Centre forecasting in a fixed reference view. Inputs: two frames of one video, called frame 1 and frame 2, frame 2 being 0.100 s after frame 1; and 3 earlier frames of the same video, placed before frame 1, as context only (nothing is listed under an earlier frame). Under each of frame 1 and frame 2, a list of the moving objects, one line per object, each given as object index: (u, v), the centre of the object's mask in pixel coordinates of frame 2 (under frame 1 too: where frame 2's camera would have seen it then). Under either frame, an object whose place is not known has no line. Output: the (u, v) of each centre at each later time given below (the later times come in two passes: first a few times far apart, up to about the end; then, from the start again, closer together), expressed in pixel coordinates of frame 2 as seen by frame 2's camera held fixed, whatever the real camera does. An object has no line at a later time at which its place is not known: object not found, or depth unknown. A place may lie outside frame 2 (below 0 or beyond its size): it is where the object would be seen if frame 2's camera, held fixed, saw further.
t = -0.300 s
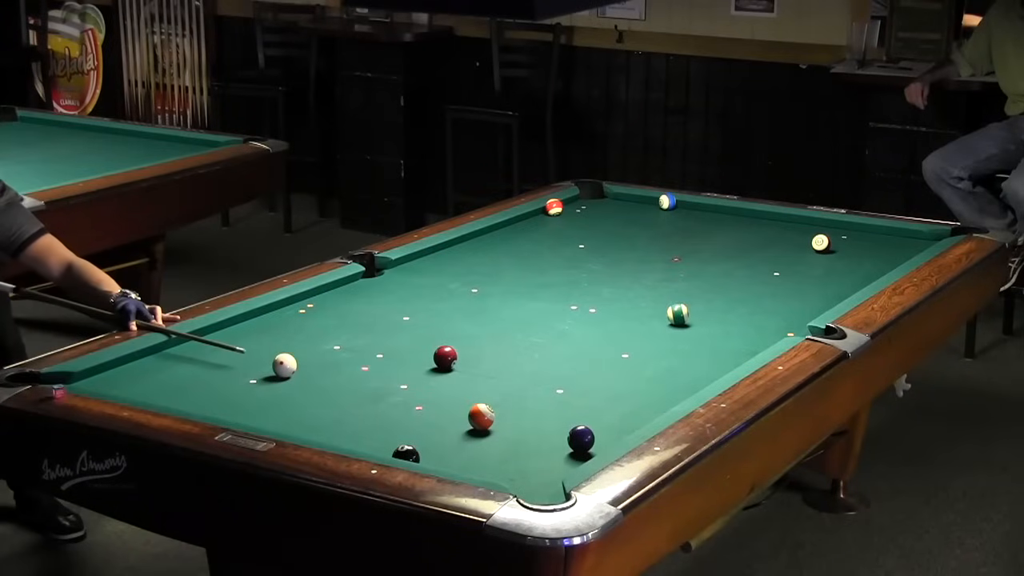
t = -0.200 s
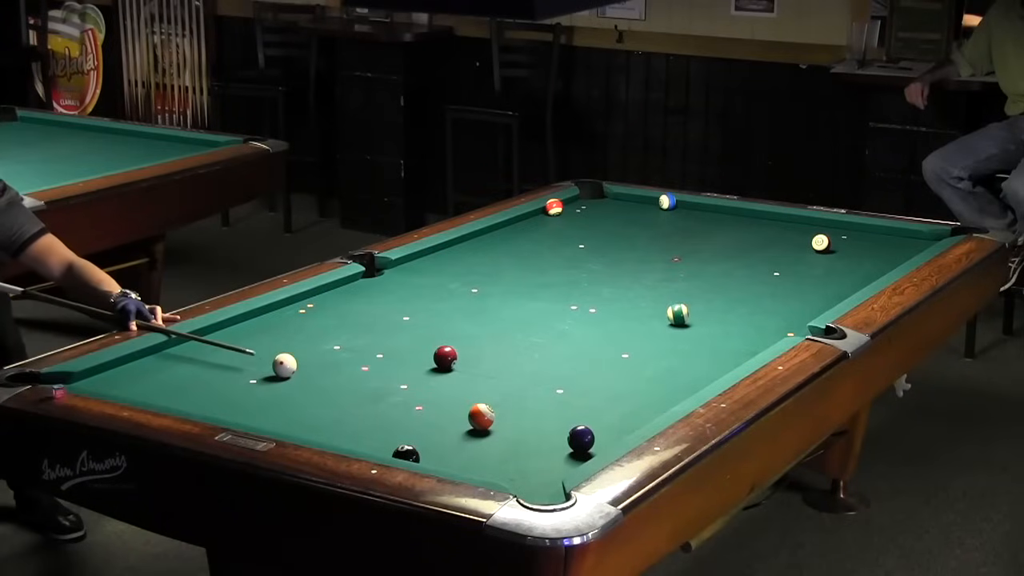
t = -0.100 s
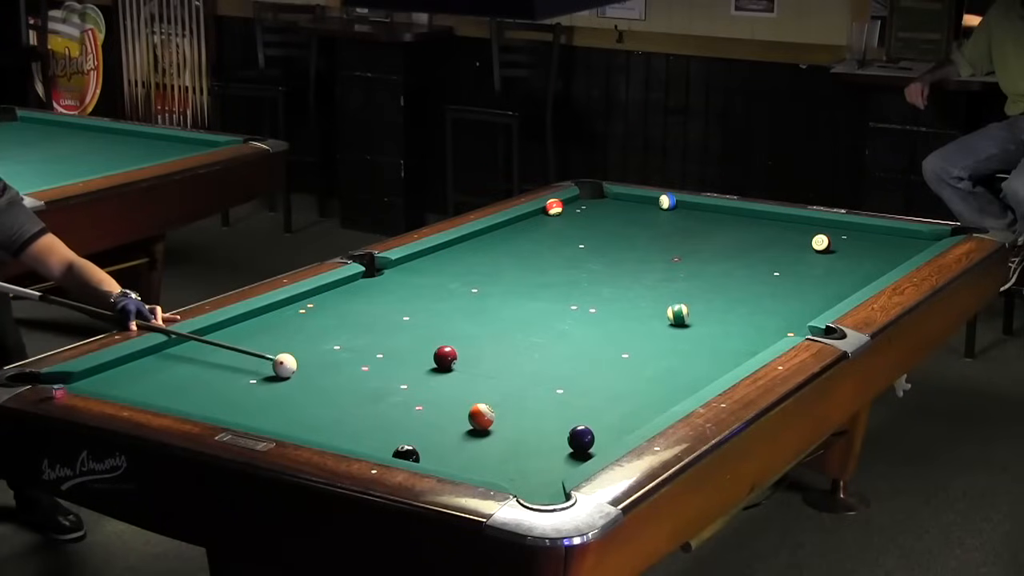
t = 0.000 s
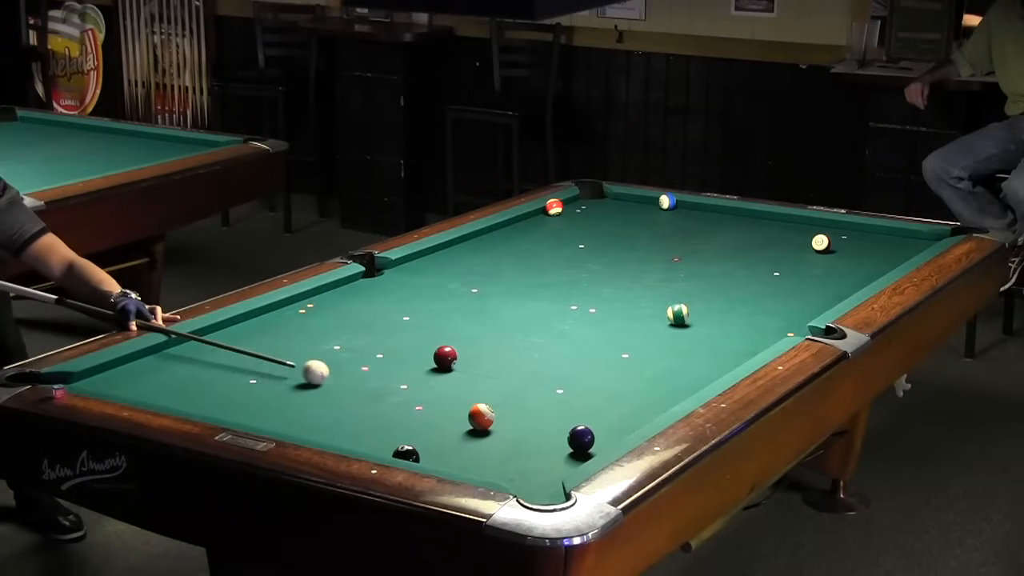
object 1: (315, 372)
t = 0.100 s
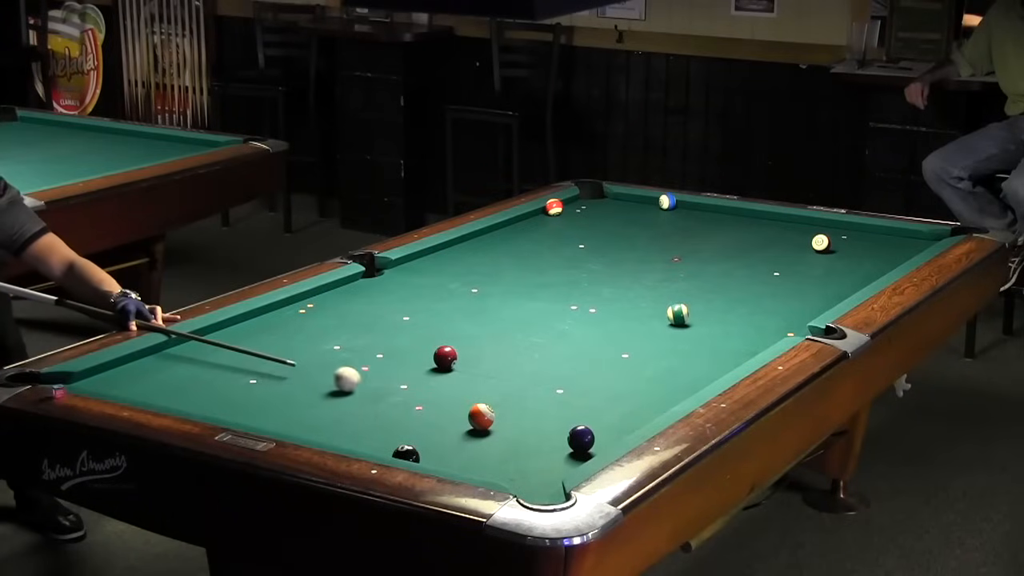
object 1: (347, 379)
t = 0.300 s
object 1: (411, 394)
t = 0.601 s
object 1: (503, 406)
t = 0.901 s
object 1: (580, 408)
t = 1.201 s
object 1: (653, 407)
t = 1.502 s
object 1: (646, 395)
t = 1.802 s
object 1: (629, 380)
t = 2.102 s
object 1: (614, 368)
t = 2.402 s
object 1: (601, 357)
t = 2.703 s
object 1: (589, 347)
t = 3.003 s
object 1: (580, 339)
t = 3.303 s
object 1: (572, 333)
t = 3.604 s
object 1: (565, 327)
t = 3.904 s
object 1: (559, 322)
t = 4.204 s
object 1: (555, 319)
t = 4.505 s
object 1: (551, 317)
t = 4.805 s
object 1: (549, 316)
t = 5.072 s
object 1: (549, 315)
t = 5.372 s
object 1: (549, 315)
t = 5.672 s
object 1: (549, 315)
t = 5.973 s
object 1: (549, 315)
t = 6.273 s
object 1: (549, 315)
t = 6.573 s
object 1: (549, 315)
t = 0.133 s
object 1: (357, 381)
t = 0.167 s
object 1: (368, 384)
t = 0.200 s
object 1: (378, 386)
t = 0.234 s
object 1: (389, 388)
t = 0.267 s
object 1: (400, 391)
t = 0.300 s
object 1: (411, 394)
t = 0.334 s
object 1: (421, 396)
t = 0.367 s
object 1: (432, 398)
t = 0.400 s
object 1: (443, 401)
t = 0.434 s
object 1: (453, 403)
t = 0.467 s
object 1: (463, 405)
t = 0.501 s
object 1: (472, 403)
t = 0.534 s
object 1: (485, 402)
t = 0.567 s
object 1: (495, 405)
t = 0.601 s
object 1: (503, 406)
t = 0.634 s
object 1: (511, 408)
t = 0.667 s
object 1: (520, 408)
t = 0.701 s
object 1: (529, 408)
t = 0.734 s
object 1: (538, 408)
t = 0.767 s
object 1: (546, 408)
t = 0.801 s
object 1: (555, 408)
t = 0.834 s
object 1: (564, 407)
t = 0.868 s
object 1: (572, 408)
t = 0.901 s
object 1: (580, 408)
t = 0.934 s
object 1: (589, 408)
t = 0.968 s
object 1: (597, 408)
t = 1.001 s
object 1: (606, 408)
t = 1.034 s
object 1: (614, 408)
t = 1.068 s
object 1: (622, 408)
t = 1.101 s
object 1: (631, 408)
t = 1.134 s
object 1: (639, 408)
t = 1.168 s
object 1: (646, 408)
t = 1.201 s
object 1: (653, 407)
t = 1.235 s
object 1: (661, 405)
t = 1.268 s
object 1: (660, 404)
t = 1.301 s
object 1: (658, 403)
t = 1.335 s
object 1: (656, 403)
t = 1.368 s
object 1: (654, 402)
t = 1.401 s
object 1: (652, 400)
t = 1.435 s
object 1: (650, 398)
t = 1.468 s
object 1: (648, 396)
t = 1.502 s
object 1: (646, 395)
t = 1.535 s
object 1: (644, 393)
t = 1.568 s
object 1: (642, 391)
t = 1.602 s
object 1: (640, 389)
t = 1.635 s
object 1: (638, 388)
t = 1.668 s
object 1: (636, 386)
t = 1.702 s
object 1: (634, 385)
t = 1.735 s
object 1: (632, 383)
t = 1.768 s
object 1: (631, 382)
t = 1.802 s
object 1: (629, 380)
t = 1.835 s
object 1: (627, 379)
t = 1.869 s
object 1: (625, 377)
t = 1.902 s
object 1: (624, 376)
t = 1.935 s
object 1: (622, 374)
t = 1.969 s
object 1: (620, 373)
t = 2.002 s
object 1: (619, 371)
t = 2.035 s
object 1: (617, 370)
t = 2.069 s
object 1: (615, 369)
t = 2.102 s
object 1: (614, 368)
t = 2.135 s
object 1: (612, 366)
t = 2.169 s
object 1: (610, 365)
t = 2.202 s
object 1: (609, 364)
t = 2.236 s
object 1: (608, 363)
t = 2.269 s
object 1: (606, 361)
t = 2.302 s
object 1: (605, 360)
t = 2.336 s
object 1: (603, 359)
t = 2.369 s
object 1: (602, 358)
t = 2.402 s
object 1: (601, 357)
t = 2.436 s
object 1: (599, 355)
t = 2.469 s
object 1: (598, 355)
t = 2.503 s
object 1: (596, 354)
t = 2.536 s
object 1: (595, 352)
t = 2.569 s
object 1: (594, 351)
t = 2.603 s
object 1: (593, 350)
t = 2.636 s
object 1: (591, 349)
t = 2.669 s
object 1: (590, 348)
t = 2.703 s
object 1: (589, 347)
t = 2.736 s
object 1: (588, 346)
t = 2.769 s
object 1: (587, 345)
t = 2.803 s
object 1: (586, 344)
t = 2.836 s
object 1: (585, 344)
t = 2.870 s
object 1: (584, 343)
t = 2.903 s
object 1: (582, 342)
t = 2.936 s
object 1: (581, 341)
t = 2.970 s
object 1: (580, 340)
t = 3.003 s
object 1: (580, 339)
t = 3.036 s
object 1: (579, 338)
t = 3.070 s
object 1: (578, 338)
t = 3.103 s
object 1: (577, 337)
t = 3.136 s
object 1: (576, 336)
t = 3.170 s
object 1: (575, 335)
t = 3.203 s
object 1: (574, 334)
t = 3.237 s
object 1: (573, 334)
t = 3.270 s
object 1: (572, 333)
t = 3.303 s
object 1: (572, 333)
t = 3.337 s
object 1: (571, 332)
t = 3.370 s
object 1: (570, 331)
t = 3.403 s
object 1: (569, 330)
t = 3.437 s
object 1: (568, 330)
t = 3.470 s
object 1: (568, 329)
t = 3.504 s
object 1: (567, 329)
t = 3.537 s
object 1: (566, 328)
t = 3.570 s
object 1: (565, 327)
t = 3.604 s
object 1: (565, 327)
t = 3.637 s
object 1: (564, 326)
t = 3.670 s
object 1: (564, 326)
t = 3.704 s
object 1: (563, 325)
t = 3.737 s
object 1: (562, 325)
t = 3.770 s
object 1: (561, 324)
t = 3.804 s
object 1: (561, 324)
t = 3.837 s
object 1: (560, 323)
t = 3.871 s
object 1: (560, 322)
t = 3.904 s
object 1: (559, 322)
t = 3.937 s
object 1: (559, 322)
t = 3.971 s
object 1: (558, 322)
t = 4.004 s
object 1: (558, 321)
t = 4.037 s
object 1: (557, 321)
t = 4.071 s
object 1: (557, 321)
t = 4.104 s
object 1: (556, 320)
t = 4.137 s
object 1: (555, 320)
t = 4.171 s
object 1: (555, 320)
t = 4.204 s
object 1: (555, 319)
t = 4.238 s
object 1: (554, 319)
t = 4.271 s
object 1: (553, 319)
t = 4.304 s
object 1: (553, 318)
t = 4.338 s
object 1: (553, 318)
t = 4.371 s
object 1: (552, 318)
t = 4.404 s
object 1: (552, 318)
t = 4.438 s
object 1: (552, 317)
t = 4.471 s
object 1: (552, 317)
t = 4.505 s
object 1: (551, 317)
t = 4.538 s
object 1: (551, 317)
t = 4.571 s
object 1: (550, 317)
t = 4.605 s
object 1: (550, 316)
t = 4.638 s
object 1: (550, 316)
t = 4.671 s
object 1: (550, 316)
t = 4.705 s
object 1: (550, 316)
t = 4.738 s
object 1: (550, 316)
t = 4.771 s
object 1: (549, 316)
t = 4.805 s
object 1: (549, 316)
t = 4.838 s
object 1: (549, 315)
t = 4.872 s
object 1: (549, 315)
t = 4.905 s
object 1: (549, 315)
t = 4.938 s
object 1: (549, 315)
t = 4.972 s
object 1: (549, 315)
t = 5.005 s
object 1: (549, 315)
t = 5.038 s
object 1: (549, 315)
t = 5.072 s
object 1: (549, 315)
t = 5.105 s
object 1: (549, 315)
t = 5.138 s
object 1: (549, 315)
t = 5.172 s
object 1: (549, 315)
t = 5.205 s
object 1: (549, 315)
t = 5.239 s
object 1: (549, 315)
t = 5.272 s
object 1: (549, 315)
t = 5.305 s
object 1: (549, 315)
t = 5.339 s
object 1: (549, 315)
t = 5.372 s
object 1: (549, 315)
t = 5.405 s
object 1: (549, 315)
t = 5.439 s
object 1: (549, 315)
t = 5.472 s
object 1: (549, 315)
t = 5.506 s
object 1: (549, 315)
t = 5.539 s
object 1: (549, 315)
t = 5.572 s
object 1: (549, 315)
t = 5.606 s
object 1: (549, 315)
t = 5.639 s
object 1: (549, 315)
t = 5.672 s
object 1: (549, 315)
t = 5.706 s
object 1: (549, 315)
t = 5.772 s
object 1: (549, 315)
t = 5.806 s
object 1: (549, 315)
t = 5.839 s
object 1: (549, 315)
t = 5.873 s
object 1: (549, 315)
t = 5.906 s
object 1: (549, 315)
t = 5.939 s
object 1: (549, 315)
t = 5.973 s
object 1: (549, 315)
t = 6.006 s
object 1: (549, 315)
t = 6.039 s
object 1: (549, 315)
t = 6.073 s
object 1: (549, 315)
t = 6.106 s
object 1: (549, 315)
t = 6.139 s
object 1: (549, 316)
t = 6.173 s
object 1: (549, 315)
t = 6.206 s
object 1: (549, 316)
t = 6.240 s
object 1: (549, 316)
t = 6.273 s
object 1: (549, 315)
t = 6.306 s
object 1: (549, 316)
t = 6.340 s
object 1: (549, 316)
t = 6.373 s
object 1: (549, 315)
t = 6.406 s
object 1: (549, 316)
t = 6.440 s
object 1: (549, 315)
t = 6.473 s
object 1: (549, 315)
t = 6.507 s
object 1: (549, 315)
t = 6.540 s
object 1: (549, 315)
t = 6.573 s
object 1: (549, 315)
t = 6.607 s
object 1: (549, 315)
